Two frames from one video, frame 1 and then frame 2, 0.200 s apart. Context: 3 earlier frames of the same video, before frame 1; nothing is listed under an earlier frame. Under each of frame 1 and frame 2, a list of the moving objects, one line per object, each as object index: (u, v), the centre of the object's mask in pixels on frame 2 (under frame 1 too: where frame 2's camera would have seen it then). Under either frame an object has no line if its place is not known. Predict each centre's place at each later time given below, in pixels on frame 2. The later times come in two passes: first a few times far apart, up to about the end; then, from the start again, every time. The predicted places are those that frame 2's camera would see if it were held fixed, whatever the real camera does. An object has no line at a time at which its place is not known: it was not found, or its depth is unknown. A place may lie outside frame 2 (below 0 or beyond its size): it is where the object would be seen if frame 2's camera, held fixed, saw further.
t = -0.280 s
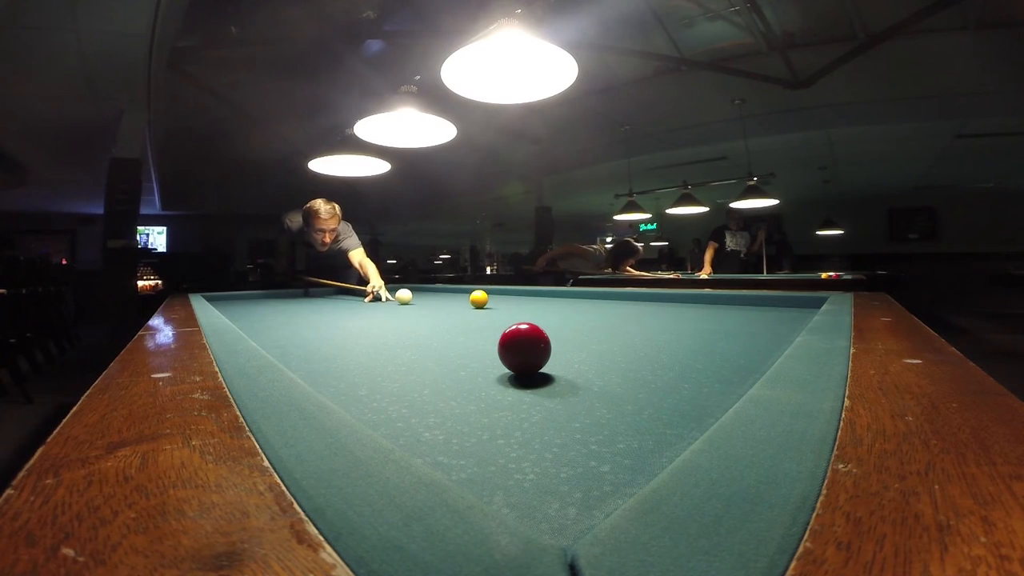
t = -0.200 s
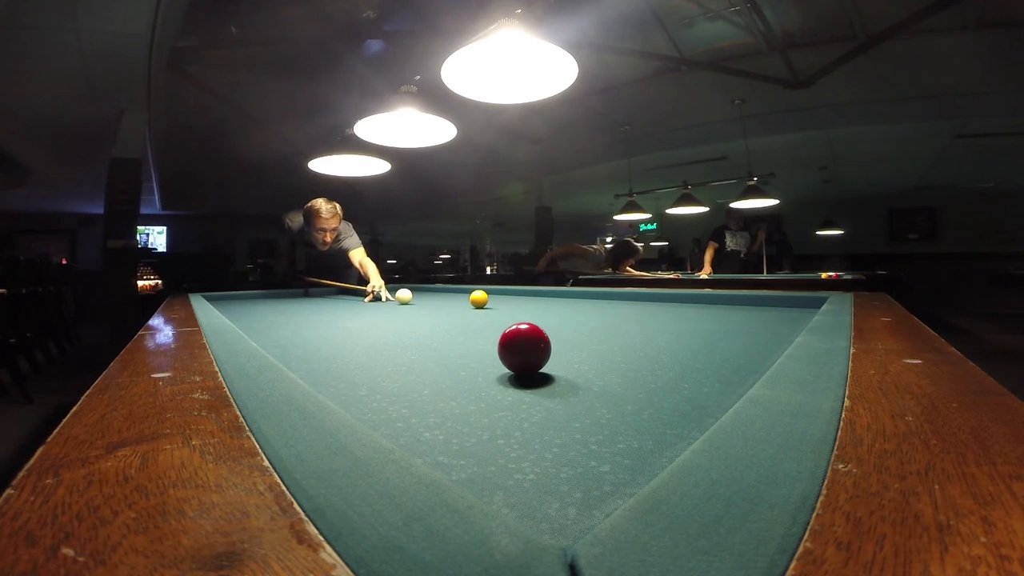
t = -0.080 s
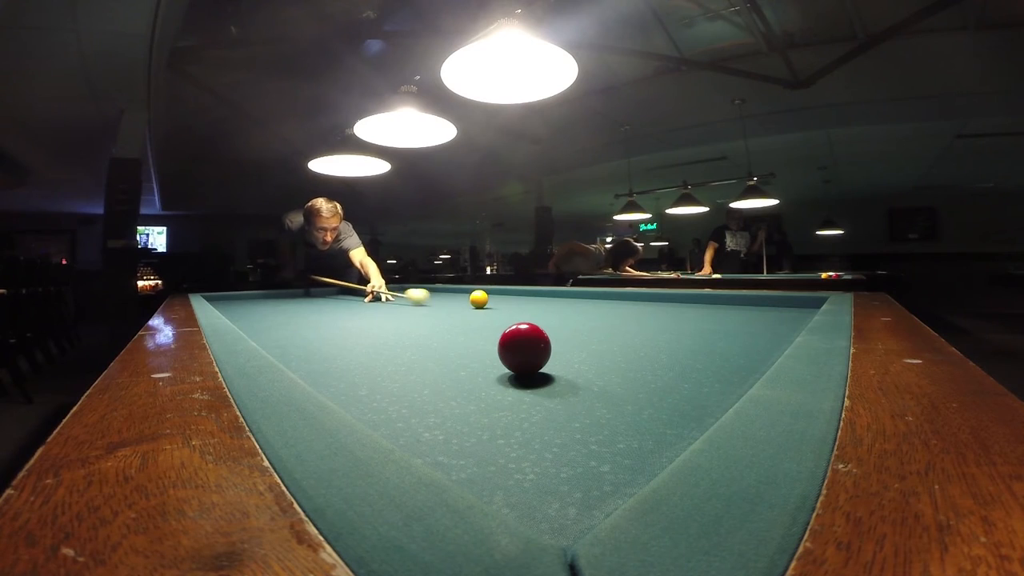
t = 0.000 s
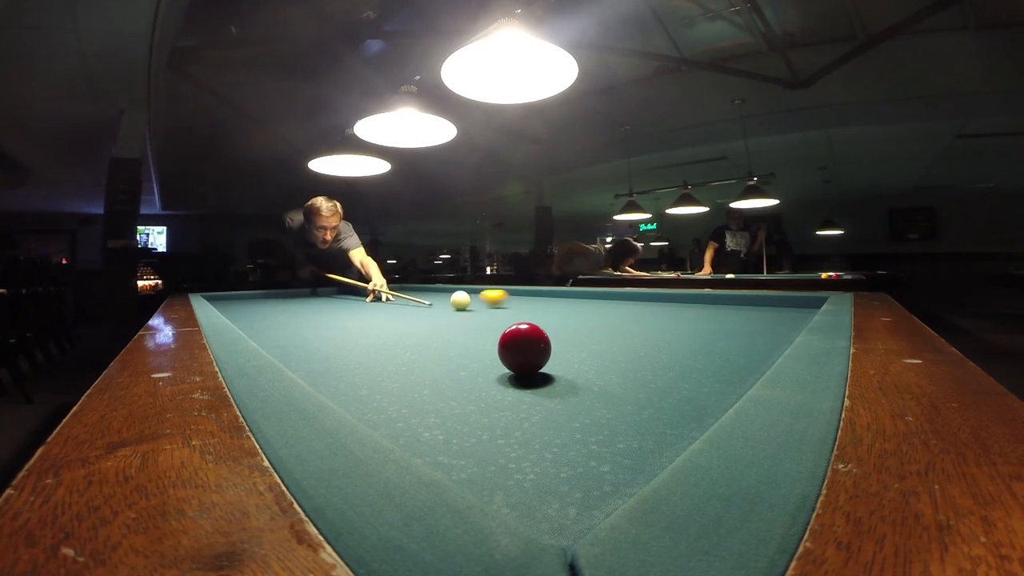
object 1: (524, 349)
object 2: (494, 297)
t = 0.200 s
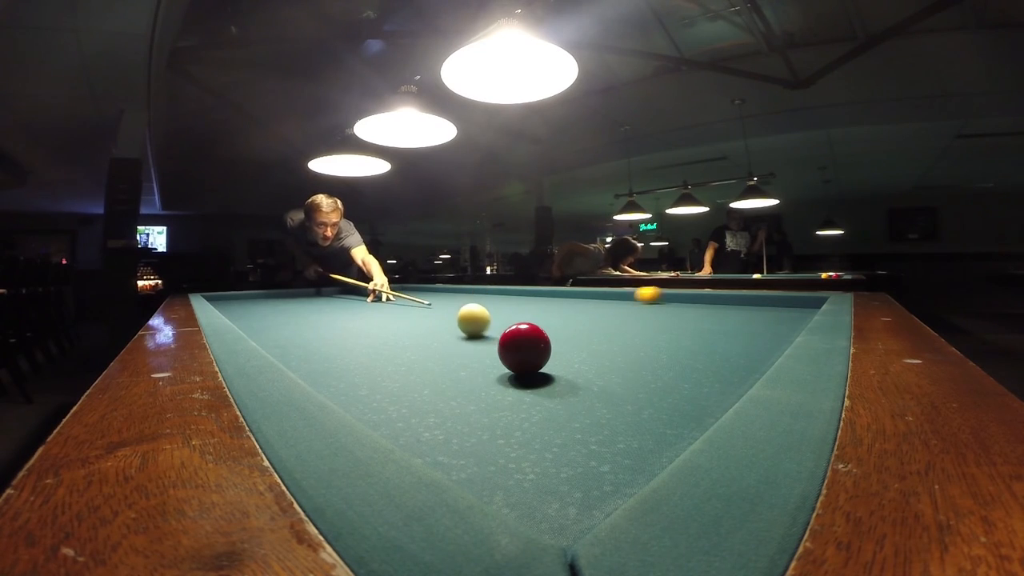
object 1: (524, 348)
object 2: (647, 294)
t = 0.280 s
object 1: (524, 348)
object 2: (675, 296)
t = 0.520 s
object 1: (575, 361)
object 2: (731, 305)
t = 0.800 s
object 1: (425, 332)
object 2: (751, 321)
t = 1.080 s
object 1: (357, 319)
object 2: (599, 335)
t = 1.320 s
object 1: (321, 312)
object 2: (563, 330)
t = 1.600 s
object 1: (295, 306)
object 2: (533, 324)
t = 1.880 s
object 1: (277, 302)
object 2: (510, 319)
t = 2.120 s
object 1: (265, 299)
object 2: (493, 316)
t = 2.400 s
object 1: (255, 297)
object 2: (478, 313)
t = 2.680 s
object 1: (247, 296)
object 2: (467, 307)
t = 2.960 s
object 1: (240, 294)
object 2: (453, 305)
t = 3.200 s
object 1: (241, 294)
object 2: (447, 307)
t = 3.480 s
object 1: (243, 295)
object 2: (438, 305)
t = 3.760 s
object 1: (246, 296)
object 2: (431, 304)
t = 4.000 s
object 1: (248, 297)
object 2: (426, 303)
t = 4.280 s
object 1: (251, 298)
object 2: (420, 302)
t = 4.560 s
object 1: (254, 298)
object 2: (415, 301)
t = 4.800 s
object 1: (257, 300)
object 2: (411, 300)
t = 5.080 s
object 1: (261, 301)
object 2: (407, 300)
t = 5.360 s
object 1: (265, 302)
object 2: (403, 299)
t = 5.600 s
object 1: (269, 303)
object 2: (400, 299)
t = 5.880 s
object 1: (273, 305)
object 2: (398, 298)
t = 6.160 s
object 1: (279, 306)
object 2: (395, 298)
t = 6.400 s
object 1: (284, 308)
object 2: (393, 298)
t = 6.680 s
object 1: (290, 310)
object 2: (390, 298)
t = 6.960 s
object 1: (298, 312)
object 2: (388, 298)
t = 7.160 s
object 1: (304, 313)
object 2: (386, 297)
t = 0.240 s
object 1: (524, 348)
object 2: (668, 295)
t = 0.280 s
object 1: (524, 348)
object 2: (675, 296)
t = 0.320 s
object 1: (552, 351)
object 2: (683, 297)
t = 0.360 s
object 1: (615, 362)
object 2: (691, 299)
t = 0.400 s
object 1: (697, 377)
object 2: (699, 300)
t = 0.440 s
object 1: (666, 374)
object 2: (709, 302)
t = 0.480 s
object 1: (615, 368)
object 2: (719, 303)
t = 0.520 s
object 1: (575, 361)
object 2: (731, 305)
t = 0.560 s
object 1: (545, 356)
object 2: (743, 308)
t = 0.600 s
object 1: (518, 351)
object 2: (757, 310)
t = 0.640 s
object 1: (496, 347)
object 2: (773, 312)
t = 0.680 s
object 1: (476, 344)
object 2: (790, 315)
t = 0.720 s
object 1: (464, 332)
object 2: (787, 317)
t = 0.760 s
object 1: (439, 325)
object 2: (768, 319)
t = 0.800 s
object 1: (425, 332)
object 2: (751, 321)
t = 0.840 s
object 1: (414, 331)
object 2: (733, 323)
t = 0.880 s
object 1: (402, 329)
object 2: (714, 324)
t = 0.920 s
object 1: (392, 327)
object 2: (694, 326)
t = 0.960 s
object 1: (382, 324)
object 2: (672, 329)
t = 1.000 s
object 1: (373, 323)
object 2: (649, 331)
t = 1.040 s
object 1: (364, 321)
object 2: (625, 333)
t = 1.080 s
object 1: (357, 319)
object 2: (599, 335)
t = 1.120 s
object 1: (350, 318)
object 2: (580, 337)
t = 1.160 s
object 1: (343, 316)
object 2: (579, 335)
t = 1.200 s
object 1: (337, 315)
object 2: (578, 333)
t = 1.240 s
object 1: (332, 314)
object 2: (574, 332)
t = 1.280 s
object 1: (326, 312)
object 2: (569, 330)
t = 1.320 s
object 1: (321, 312)
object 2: (563, 330)
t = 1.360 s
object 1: (317, 311)
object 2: (559, 329)
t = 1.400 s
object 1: (313, 310)
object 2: (554, 327)
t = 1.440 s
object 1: (309, 309)
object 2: (549, 327)
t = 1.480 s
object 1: (305, 308)
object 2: (545, 326)
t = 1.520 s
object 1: (301, 308)
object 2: (541, 325)
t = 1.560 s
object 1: (298, 306)
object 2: (537, 324)
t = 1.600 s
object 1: (295, 306)
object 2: (533, 324)
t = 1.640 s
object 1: (292, 305)
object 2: (529, 323)
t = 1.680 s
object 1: (289, 304)
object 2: (526, 322)
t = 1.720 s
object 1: (286, 304)
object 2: (522, 322)
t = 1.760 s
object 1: (284, 303)
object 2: (519, 321)
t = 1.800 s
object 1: (281, 303)
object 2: (516, 320)
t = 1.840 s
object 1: (279, 302)
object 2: (513, 320)
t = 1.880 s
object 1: (277, 302)
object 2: (510, 319)
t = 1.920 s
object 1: (274, 302)
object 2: (507, 318)
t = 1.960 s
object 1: (272, 301)
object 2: (504, 318)
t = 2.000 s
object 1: (271, 301)
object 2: (501, 318)
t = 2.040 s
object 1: (269, 300)
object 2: (499, 317)
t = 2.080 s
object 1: (267, 300)
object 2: (496, 317)
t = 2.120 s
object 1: (265, 299)
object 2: (493, 316)
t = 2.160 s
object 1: (264, 299)
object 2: (491, 315)
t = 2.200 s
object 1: (262, 299)
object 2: (489, 315)
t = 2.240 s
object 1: (261, 298)
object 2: (487, 315)
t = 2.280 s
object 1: (259, 298)
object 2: (484, 314)
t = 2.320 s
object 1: (258, 298)
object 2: (482, 314)
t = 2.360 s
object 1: (256, 298)
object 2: (480, 313)
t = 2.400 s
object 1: (255, 297)
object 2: (478, 313)
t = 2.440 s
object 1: (254, 297)
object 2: (476, 312)
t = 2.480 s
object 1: (252, 297)
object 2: (474, 312)
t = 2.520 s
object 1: (252, 296)
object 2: (473, 312)
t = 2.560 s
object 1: (250, 296)
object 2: (472, 310)
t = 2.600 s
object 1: (249, 296)
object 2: (470, 309)
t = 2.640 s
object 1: (248, 296)
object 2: (469, 308)
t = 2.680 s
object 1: (247, 296)
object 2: (467, 307)
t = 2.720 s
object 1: (246, 295)
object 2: (465, 305)
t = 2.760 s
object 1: (245, 295)
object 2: (463, 304)
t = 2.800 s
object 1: (244, 295)
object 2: (461, 304)
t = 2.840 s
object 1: (243, 294)
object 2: (458, 303)
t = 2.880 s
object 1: (242, 295)
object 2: (456, 304)
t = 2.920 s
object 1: (241, 294)
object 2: (454, 304)
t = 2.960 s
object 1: (240, 294)
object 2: (453, 305)
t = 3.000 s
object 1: (239, 294)
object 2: (451, 306)
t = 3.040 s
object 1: (239, 294)
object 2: (450, 306)
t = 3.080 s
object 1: (239, 294)
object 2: (449, 307)
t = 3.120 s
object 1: (240, 294)
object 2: (449, 307)
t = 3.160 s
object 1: (240, 294)
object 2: (448, 307)
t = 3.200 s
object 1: (241, 294)
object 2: (447, 307)
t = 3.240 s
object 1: (241, 294)
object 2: (445, 306)
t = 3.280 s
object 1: (241, 295)
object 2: (444, 306)
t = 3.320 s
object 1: (242, 294)
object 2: (443, 306)
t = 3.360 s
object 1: (242, 295)
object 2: (442, 306)
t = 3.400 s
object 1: (243, 295)
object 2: (441, 306)
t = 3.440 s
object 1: (243, 295)
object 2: (439, 305)
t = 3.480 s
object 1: (243, 295)
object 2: (438, 305)
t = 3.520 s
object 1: (244, 295)
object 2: (437, 305)
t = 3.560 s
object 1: (244, 295)
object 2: (436, 305)
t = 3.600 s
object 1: (244, 295)
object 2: (435, 305)
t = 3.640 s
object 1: (245, 295)
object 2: (434, 304)
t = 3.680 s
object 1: (245, 296)
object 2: (433, 304)
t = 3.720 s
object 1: (245, 296)
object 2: (432, 304)
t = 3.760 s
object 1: (246, 296)
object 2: (431, 304)
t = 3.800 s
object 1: (246, 296)
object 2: (430, 304)
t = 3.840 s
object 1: (247, 296)
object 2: (430, 303)
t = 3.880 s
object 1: (247, 296)
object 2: (429, 303)
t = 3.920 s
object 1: (247, 297)
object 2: (428, 303)
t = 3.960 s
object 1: (247, 297)
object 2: (427, 303)
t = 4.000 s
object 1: (248, 297)
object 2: (426, 303)
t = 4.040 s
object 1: (249, 297)
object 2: (425, 303)
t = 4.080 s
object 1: (249, 297)
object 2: (424, 303)
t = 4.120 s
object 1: (249, 297)
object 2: (423, 302)
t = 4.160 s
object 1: (250, 297)
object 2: (423, 302)
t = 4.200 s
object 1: (250, 298)
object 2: (422, 302)
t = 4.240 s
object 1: (250, 298)
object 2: (421, 302)
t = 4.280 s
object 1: (251, 298)
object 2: (420, 302)
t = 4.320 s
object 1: (252, 298)
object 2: (420, 302)
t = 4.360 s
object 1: (252, 298)
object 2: (419, 301)
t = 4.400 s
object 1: (252, 298)
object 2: (418, 302)
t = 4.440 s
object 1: (253, 298)
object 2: (417, 301)
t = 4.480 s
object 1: (253, 298)
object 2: (417, 301)
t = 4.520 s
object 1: (254, 298)
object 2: (416, 301)
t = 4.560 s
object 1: (254, 298)
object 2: (415, 301)
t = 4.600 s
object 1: (254, 299)
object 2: (415, 301)
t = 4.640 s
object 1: (255, 299)
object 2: (414, 301)
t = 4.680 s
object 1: (255, 299)
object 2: (413, 301)
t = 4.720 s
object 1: (256, 299)
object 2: (413, 301)
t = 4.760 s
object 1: (256, 299)
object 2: (412, 300)
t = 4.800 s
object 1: (257, 300)
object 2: (411, 300)
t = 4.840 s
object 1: (258, 300)
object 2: (411, 300)
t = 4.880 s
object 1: (258, 300)
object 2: (410, 300)
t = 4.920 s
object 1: (259, 300)
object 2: (409, 300)
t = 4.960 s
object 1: (259, 300)
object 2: (409, 300)
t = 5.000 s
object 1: (260, 300)
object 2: (408, 300)
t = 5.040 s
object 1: (260, 300)
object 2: (407, 300)
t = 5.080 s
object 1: (261, 301)
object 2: (407, 300)
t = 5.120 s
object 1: (261, 301)
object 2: (406, 300)
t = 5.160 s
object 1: (262, 301)
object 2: (406, 299)
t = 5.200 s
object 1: (262, 301)
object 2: (405, 299)
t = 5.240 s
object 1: (263, 302)
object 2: (405, 299)
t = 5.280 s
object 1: (264, 302)
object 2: (404, 299)
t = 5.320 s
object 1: (264, 302)
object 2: (404, 299)
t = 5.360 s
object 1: (265, 302)
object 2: (403, 299)
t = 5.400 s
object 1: (265, 302)
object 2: (403, 299)
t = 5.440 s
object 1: (266, 302)
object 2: (402, 299)
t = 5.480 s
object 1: (267, 303)
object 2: (402, 299)
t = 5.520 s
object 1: (267, 303)
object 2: (401, 299)
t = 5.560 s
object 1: (268, 303)
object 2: (401, 299)
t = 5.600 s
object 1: (269, 303)
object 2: (400, 299)
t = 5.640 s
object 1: (269, 304)
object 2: (400, 299)
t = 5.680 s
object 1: (270, 304)
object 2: (400, 299)
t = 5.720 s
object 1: (271, 304)
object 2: (399, 299)
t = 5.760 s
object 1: (271, 304)
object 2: (399, 299)
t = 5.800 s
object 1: (272, 305)
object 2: (398, 299)
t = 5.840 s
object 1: (273, 305)
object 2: (398, 298)
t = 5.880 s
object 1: (273, 305)
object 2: (398, 298)
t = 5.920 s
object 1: (274, 305)
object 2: (397, 298)
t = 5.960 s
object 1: (275, 305)
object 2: (397, 298)
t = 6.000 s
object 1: (276, 306)
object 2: (396, 298)
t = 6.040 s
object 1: (277, 306)
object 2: (396, 298)
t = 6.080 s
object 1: (277, 306)
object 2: (396, 298)
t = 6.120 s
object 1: (278, 306)
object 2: (395, 298)
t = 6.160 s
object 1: (279, 306)
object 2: (395, 298)
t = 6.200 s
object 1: (280, 307)
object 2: (395, 298)
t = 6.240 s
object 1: (280, 307)
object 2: (394, 298)
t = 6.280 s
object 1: (281, 307)
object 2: (394, 298)
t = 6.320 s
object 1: (282, 308)
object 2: (393, 298)
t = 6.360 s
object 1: (283, 308)
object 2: (393, 298)
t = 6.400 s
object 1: (284, 308)
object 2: (393, 298)
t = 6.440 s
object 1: (285, 308)
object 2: (393, 298)
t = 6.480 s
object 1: (285, 309)
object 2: (392, 298)
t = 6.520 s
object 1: (286, 309)
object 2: (392, 298)
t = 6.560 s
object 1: (287, 309)
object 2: (391, 298)
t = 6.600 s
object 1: (288, 310)
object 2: (391, 298)
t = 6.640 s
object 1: (289, 310)
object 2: (390, 298)
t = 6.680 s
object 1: (290, 310)
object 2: (390, 298)
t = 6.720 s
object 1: (291, 310)
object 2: (390, 298)
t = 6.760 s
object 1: (292, 311)
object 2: (389, 298)
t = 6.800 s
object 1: (293, 311)
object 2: (389, 298)
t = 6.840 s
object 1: (294, 311)
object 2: (389, 298)
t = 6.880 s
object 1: (296, 311)
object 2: (388, 298)
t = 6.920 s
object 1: (297, 312)
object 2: (388, 298)
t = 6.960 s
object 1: (298, 312)
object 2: (388, 298)
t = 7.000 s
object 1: (299, 312)
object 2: (388, 298)
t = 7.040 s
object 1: (300, 312)
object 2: (387, 298)
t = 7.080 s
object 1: (301, 313)
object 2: (387, 298)
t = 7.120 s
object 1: (303, 313)
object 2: (387, 297)
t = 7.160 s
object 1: (304, 313)
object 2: (386, 297)
